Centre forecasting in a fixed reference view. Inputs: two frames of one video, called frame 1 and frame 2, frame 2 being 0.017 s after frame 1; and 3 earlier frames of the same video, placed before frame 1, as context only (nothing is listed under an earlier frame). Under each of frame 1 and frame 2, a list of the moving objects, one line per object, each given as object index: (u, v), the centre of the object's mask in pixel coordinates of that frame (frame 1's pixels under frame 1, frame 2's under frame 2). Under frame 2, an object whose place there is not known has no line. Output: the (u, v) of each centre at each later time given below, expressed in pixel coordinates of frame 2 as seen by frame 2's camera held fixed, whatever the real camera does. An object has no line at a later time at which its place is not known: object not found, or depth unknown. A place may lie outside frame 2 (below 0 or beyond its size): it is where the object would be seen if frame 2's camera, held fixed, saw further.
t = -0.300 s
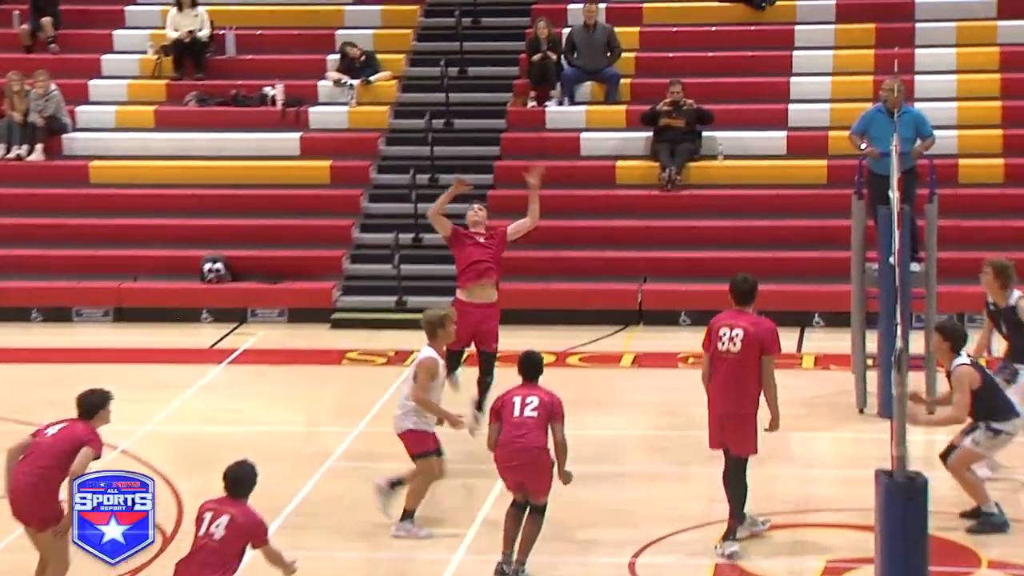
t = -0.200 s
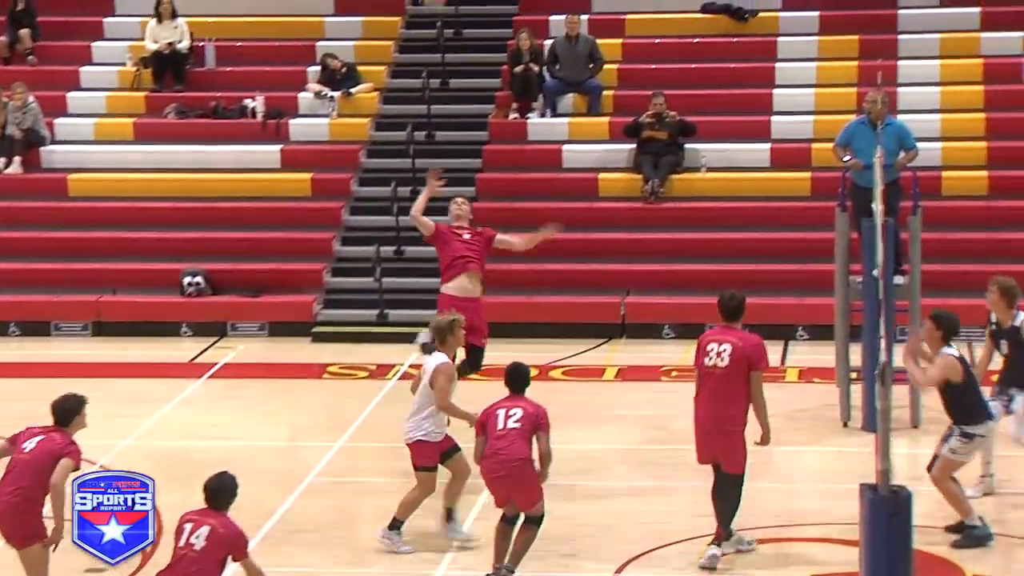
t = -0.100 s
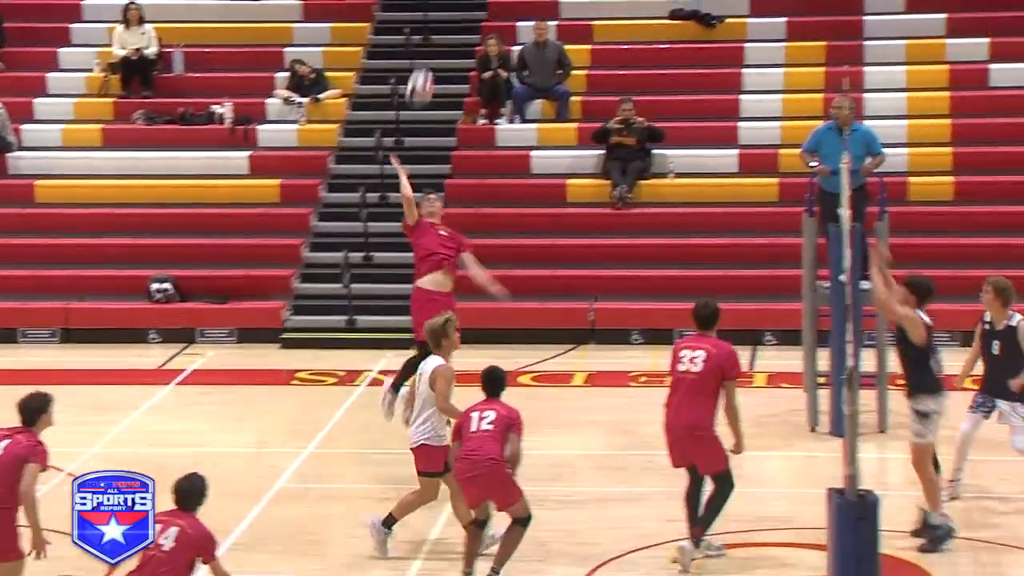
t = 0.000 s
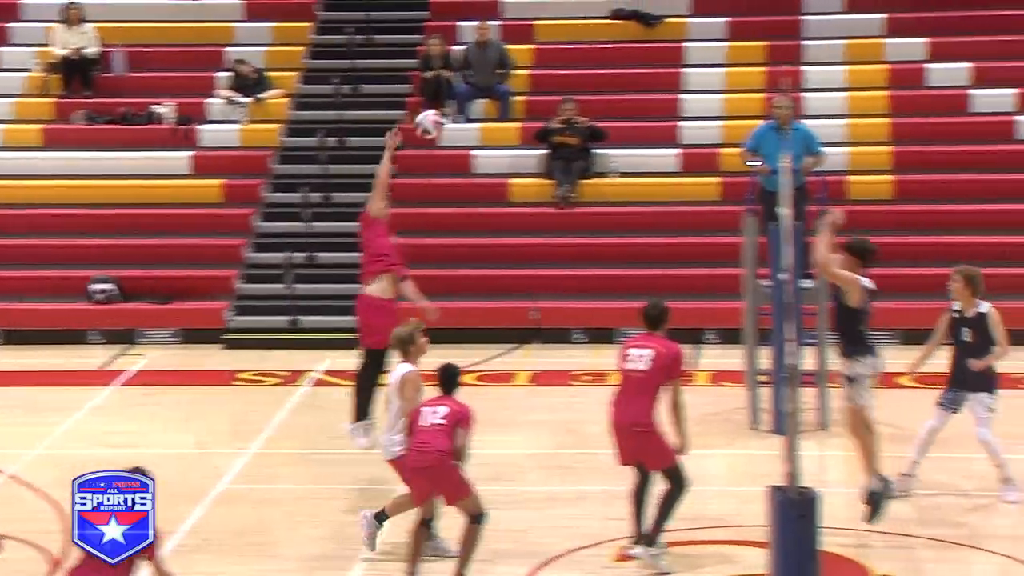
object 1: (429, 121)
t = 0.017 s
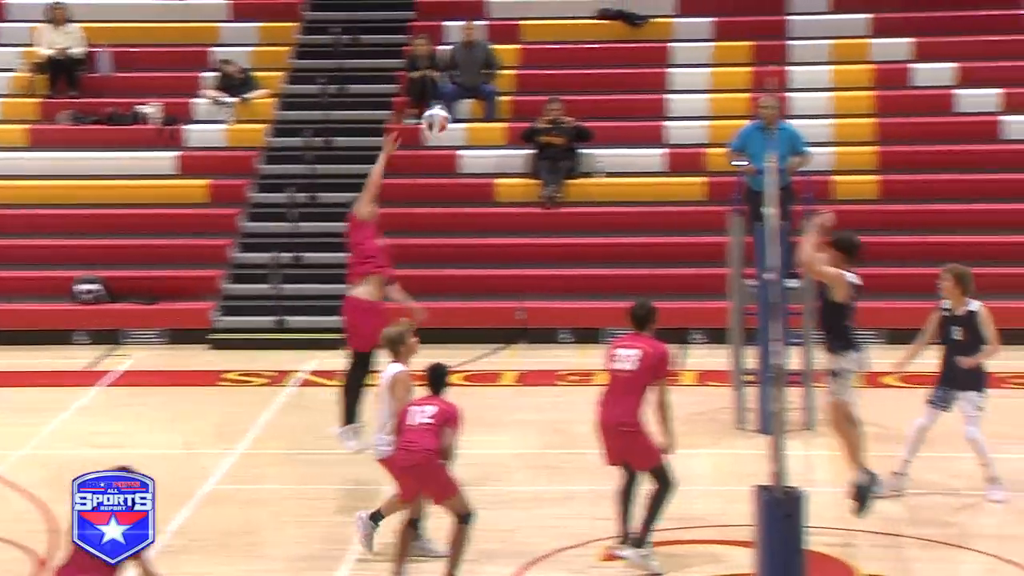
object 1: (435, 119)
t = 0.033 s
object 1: (454, 112)
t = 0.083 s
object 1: (500, 108)
